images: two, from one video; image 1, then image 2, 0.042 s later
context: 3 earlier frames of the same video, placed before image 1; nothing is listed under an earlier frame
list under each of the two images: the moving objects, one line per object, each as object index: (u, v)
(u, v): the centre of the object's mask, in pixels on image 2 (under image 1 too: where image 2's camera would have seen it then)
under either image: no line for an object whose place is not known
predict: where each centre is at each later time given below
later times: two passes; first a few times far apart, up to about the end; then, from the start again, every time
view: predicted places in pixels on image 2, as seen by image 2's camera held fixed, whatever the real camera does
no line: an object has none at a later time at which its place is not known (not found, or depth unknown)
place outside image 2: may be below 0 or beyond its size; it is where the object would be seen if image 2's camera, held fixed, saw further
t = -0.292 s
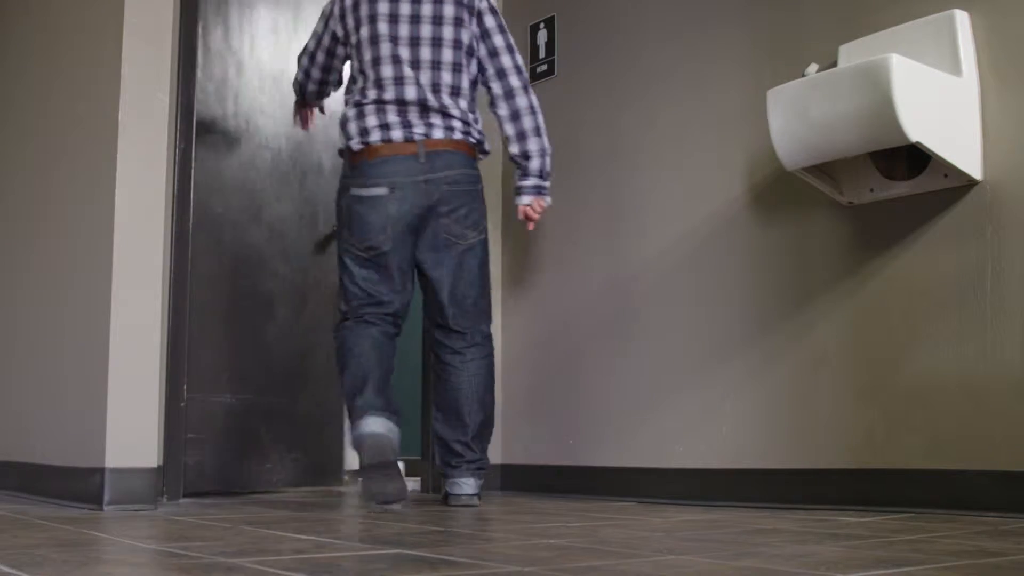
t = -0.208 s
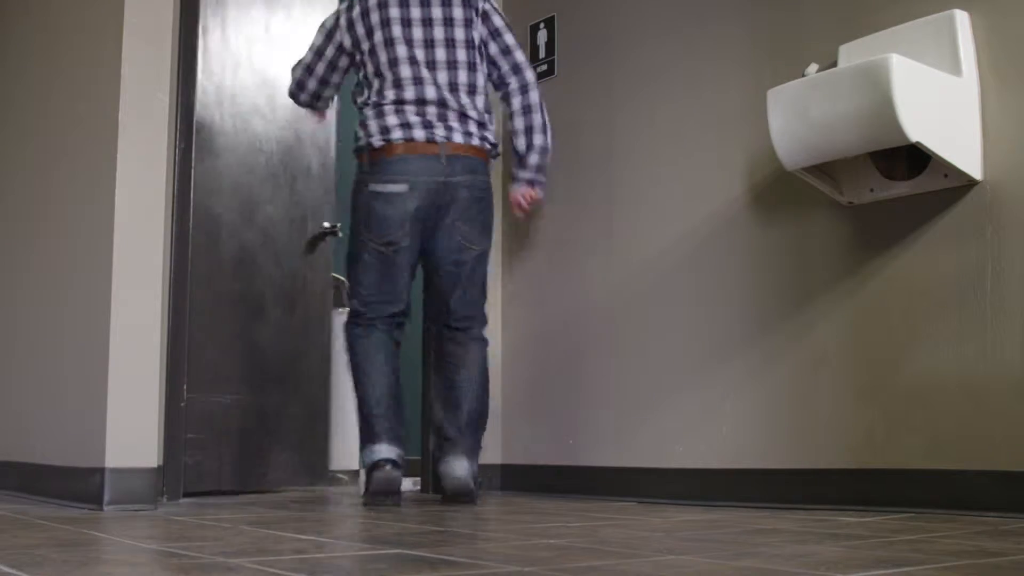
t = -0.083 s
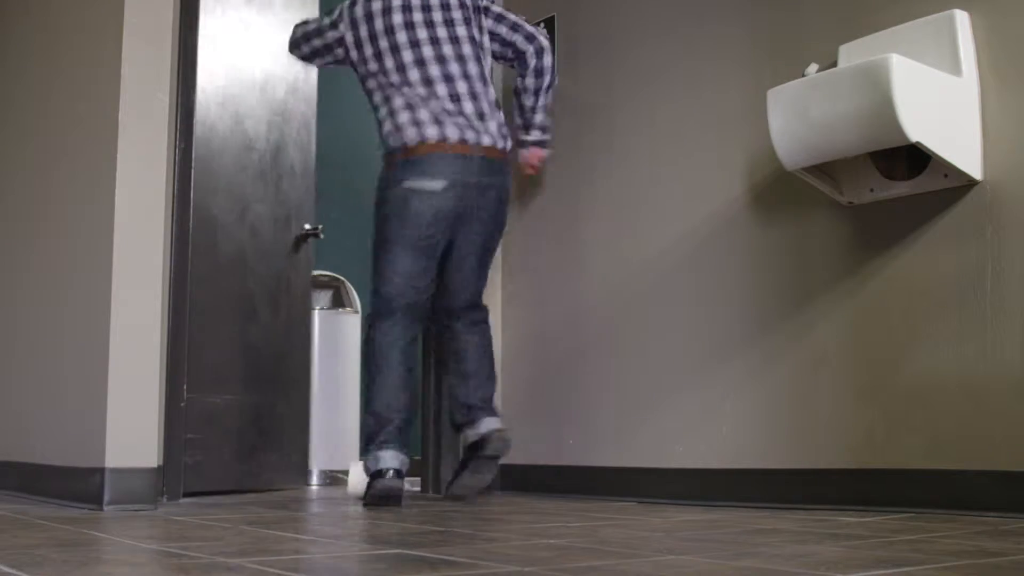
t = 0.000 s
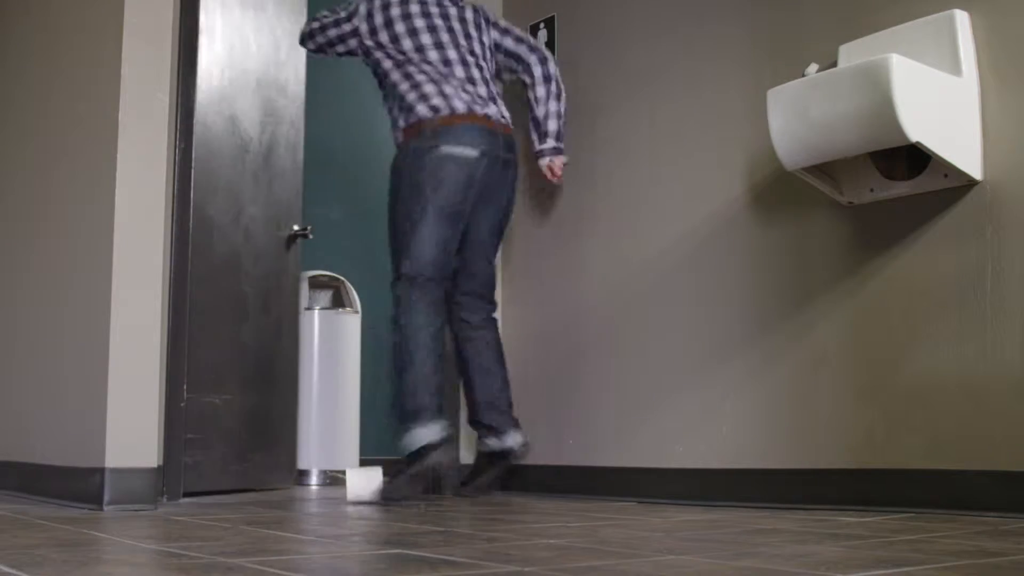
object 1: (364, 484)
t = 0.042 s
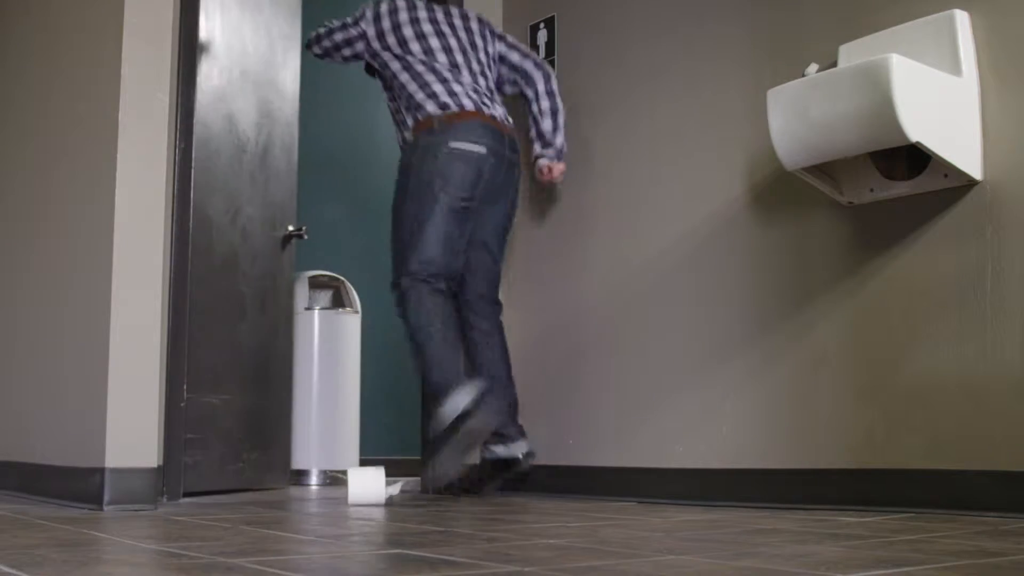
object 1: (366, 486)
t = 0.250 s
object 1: (376, 488)
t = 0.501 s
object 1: (377, 489)
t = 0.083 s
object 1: (368, 487)
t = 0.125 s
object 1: (371, 489)
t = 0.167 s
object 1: (373, 488)
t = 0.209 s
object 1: (374, 490)
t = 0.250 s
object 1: (376, 488)
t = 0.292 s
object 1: (377, 490)
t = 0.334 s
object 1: (378, 490)
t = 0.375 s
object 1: (377, 490)
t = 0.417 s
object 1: (378, 491)
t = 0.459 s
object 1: (377, 491)
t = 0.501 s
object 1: (377, 489)
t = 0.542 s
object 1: (376, 493)
